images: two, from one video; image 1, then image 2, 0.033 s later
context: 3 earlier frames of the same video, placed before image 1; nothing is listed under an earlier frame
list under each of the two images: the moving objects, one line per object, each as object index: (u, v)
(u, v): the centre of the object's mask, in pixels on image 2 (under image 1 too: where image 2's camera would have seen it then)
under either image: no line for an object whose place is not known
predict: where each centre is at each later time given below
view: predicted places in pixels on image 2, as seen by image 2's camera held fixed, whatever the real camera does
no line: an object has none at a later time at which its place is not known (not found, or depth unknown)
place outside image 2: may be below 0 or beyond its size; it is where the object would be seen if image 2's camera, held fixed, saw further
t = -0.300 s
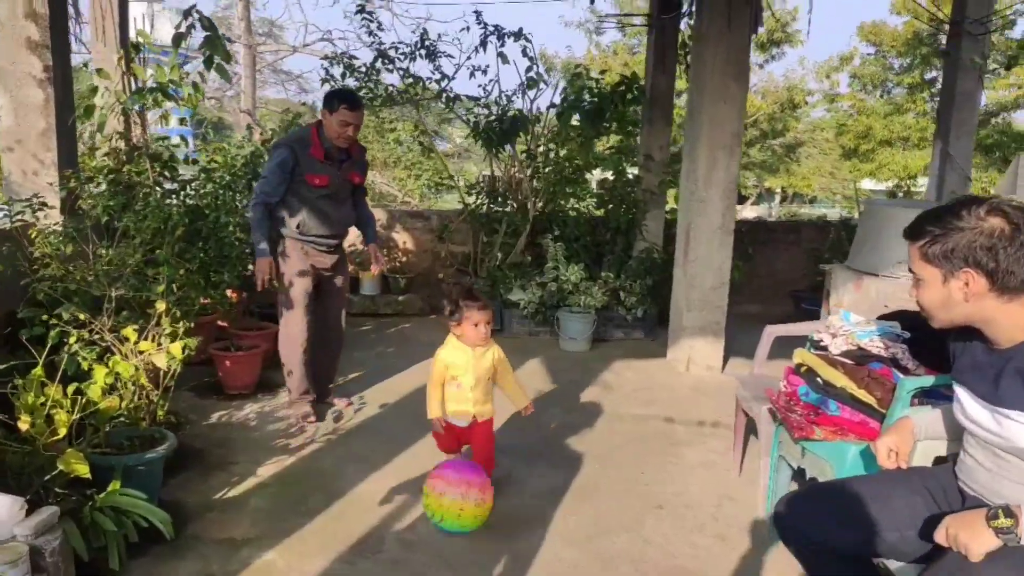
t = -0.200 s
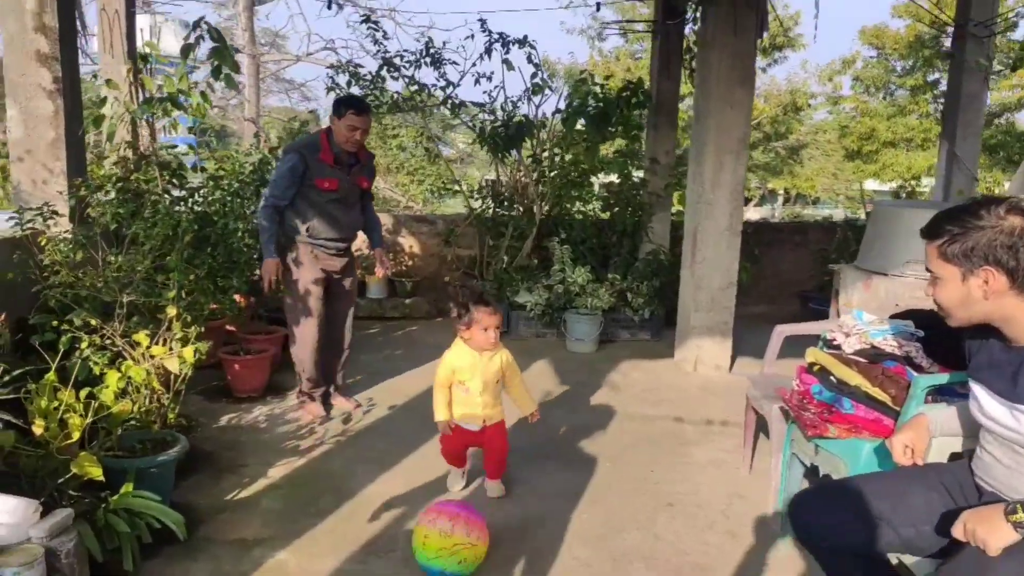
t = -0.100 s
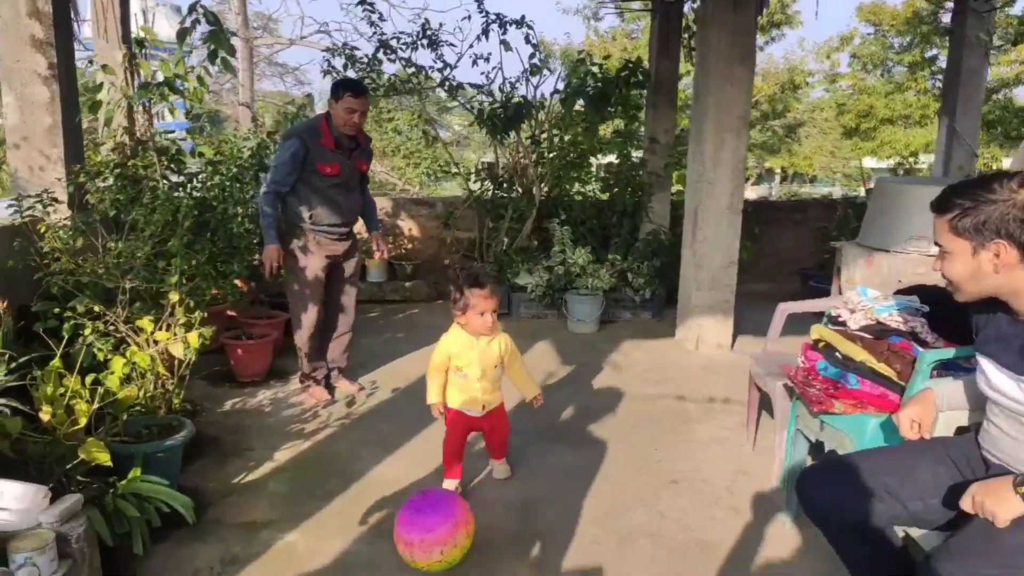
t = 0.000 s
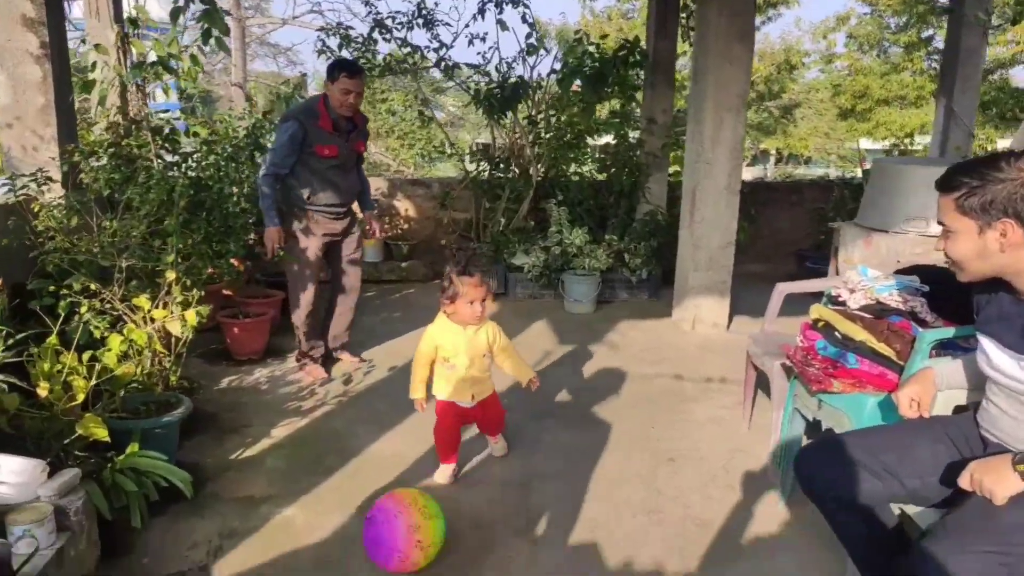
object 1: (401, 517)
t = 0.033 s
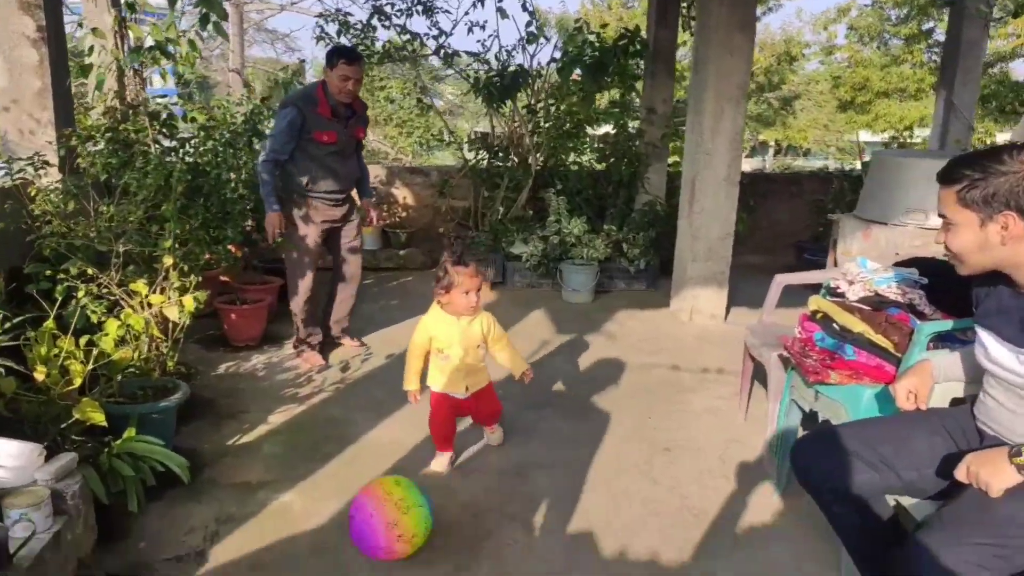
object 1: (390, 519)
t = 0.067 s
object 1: (380, 522)
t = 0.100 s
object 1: (370, 528)
